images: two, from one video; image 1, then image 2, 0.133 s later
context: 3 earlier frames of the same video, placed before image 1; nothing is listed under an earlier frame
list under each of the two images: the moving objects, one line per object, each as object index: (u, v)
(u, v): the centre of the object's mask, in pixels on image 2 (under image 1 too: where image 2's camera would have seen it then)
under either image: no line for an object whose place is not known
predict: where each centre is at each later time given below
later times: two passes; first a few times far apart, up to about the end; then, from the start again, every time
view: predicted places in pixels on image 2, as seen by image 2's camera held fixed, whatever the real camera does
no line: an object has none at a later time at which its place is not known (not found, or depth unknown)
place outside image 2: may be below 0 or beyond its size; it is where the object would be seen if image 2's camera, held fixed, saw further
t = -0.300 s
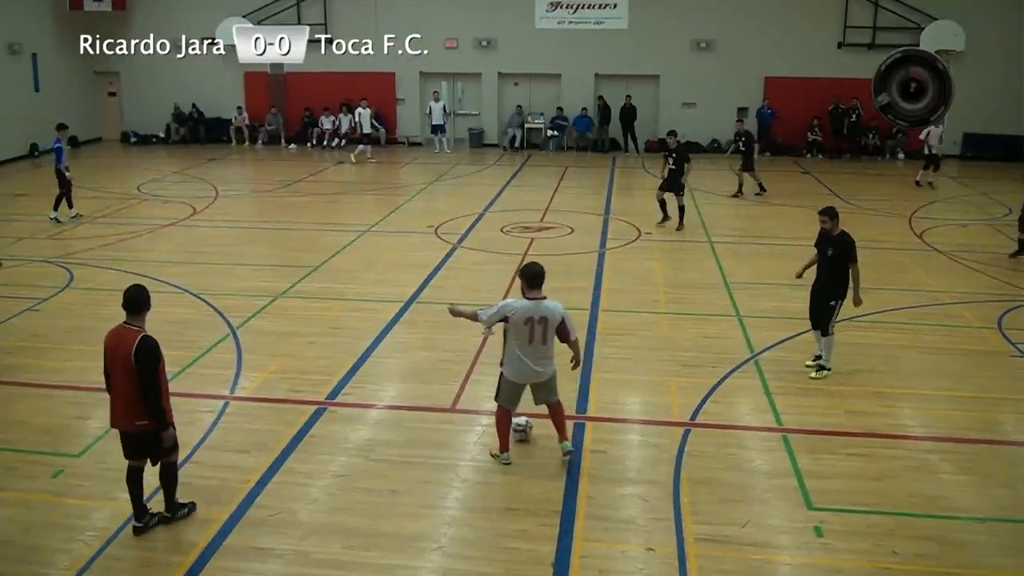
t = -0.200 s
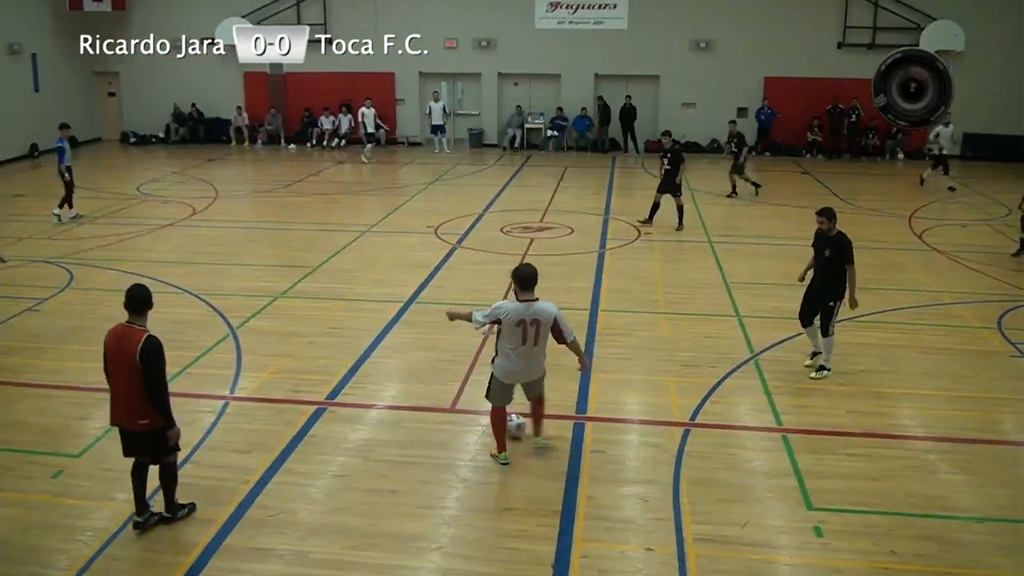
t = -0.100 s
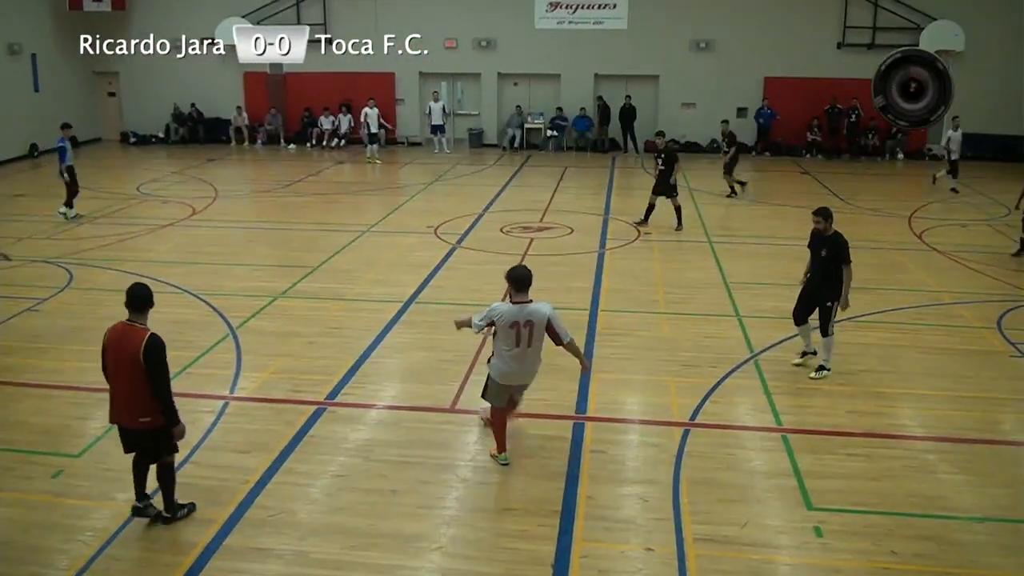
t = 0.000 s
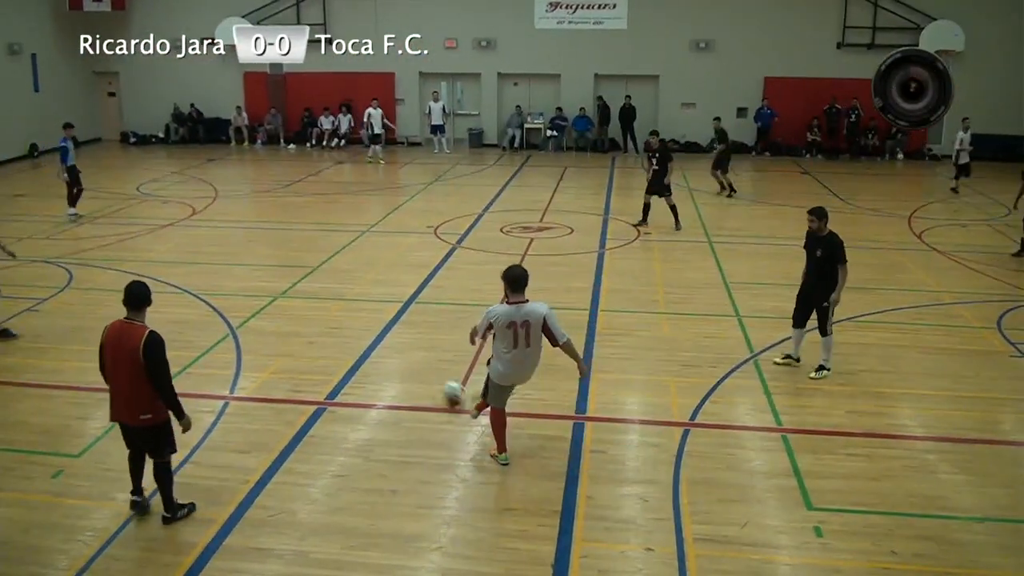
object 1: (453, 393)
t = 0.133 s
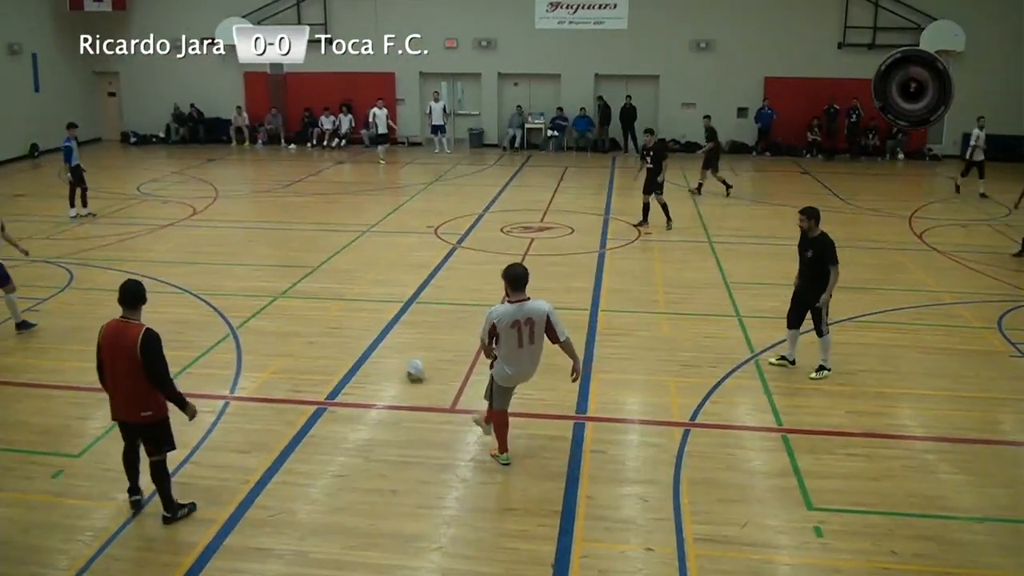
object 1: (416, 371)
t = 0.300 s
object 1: (375, 350)
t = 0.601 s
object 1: (333, 322)
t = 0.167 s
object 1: (406, 366)
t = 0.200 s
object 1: (399, 362)
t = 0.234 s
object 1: (390, 358)
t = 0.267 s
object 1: (382, 353)
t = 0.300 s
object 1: (375, 350)
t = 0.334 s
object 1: (369, 347)
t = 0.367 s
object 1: (362, 342)
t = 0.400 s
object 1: (357, 340)
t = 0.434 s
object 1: (351, 336)
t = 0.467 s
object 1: (347, 333)
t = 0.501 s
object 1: (345, 330)
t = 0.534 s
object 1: (339, 327)
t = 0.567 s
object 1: (335, 325)
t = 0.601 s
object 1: (333, 322)
